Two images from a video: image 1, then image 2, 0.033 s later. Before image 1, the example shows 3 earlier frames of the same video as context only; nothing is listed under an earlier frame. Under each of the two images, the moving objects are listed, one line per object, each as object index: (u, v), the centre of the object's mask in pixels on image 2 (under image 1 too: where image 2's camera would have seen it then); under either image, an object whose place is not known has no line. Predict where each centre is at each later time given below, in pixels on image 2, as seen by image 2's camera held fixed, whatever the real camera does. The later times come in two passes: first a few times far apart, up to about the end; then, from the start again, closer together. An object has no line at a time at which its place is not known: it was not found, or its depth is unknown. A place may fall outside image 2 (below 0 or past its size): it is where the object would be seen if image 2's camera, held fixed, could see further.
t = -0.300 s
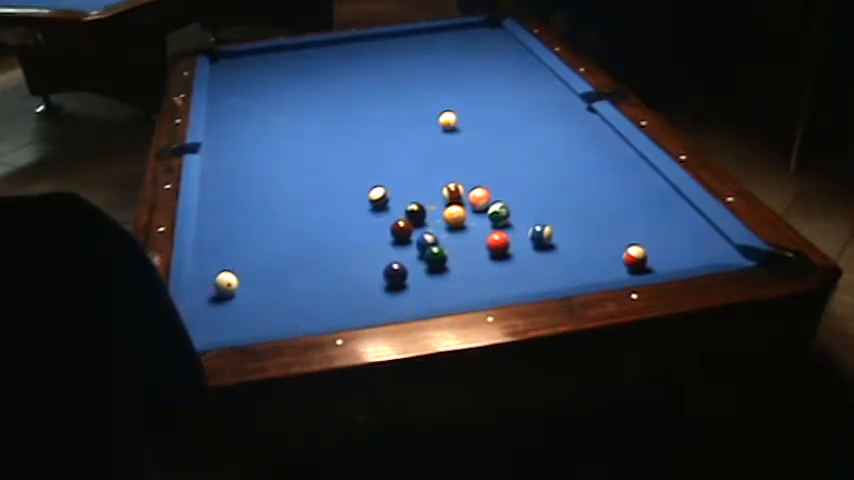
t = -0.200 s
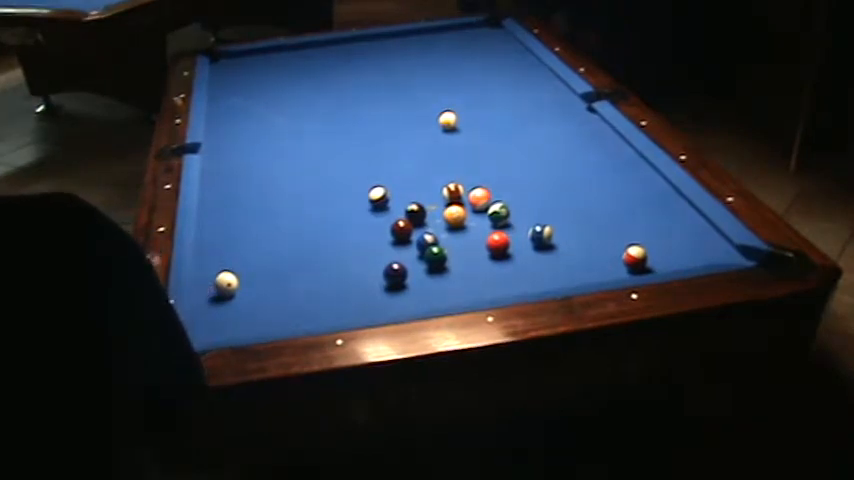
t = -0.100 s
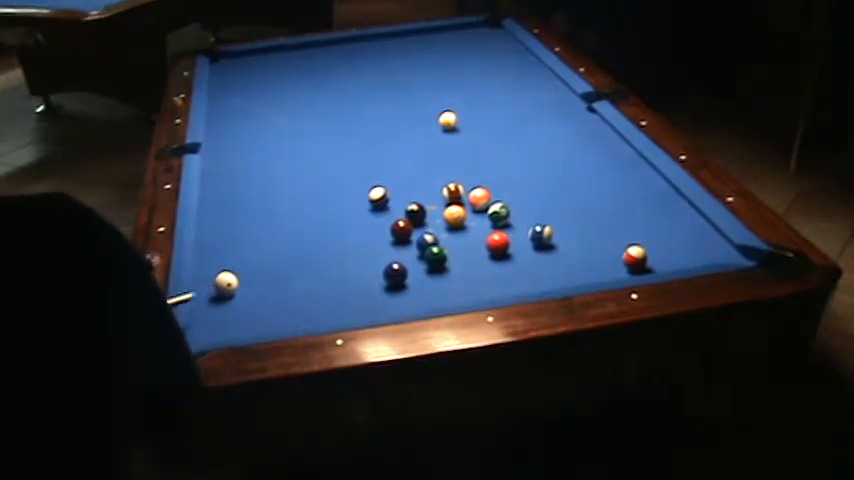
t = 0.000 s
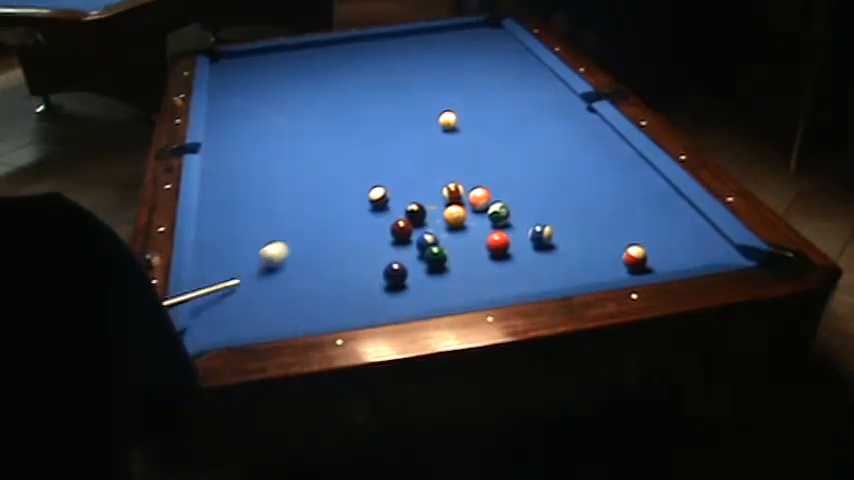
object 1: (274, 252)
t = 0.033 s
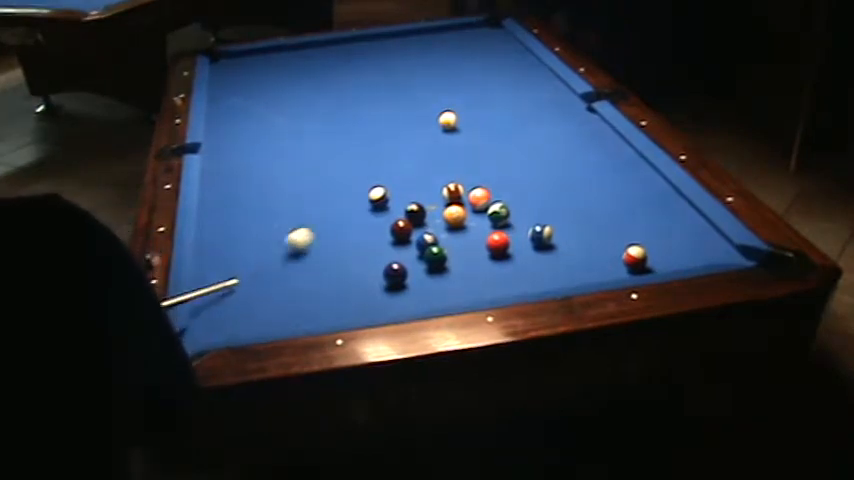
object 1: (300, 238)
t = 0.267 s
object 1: (359, 199)
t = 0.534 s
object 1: (351, 190)
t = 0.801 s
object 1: (344, 182)
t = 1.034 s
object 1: (339, 176)
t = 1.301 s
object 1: (334, 171)
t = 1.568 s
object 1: (329, 166)
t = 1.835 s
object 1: (325, 161)
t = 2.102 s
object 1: (322, 157)
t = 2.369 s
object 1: (321, 153)
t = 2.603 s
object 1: (319, 151)
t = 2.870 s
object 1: (318, 149)
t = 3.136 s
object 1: (318, 147)
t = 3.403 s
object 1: (318, 146)
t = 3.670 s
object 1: (318, 144)
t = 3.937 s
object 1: (318, 144)
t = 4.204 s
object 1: (318, 144)
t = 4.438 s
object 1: (318, 144)
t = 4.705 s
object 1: (318, 144)
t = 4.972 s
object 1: (318, 144)
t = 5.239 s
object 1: (318, 144)
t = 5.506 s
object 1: (318, 144)
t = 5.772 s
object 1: (318, 144)
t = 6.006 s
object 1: (318, 144)
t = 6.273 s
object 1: (318, 144)
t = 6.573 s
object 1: (318, 144)
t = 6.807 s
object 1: (318, 144)
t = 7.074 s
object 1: (318, 144)
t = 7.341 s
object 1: (318, 144)
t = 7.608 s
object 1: (318, 144)
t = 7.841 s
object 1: (318, 144)
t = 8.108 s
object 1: (318, 144)
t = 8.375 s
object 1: (318, 144)
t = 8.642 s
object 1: (318, 144)
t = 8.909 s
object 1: (318, 144)
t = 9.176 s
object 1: (318, 144)
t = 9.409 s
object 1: (318, 144)
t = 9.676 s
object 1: (318, 144)
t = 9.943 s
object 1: (318, 144)
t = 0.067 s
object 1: (322, 226)
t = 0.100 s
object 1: (345, 214)
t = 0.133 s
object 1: (363, 204)
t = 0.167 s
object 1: (362, 202)
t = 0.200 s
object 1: (361, 201)
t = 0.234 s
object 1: (361, 199)
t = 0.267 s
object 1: (359, 199)
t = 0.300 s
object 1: (358, 198)
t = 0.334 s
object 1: (357, 197)
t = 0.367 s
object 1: (356, 195)
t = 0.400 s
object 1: (355, 194)
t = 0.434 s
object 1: (354, 193)
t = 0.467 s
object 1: (353, 192)
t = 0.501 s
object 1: (352, 191)
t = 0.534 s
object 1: (351, 190)
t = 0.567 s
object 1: (350, 189)
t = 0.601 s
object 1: (349, 188)
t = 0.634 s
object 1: (348, 187)
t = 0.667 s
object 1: (348, 186)
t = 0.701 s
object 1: (347, 185)
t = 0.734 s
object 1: (346, 183)
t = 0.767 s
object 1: (345, 183)
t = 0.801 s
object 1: (344, 182)
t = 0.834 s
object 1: (344, 181)
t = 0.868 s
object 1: (343, 180)
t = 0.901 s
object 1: (342, 180)
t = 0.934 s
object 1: (341, 179)
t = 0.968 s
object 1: (340, 178)
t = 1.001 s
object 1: (339, 178)
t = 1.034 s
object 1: (339, 176)
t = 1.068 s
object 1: (338, 176)
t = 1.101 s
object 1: (338, 175)
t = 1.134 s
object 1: (337, 174)
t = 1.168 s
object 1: (336, 173)
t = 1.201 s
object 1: (335, 173)
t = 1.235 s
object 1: (335, 172)
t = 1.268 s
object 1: (334, 172)
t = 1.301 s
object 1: (334, 171)
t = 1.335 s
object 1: (333, 170)
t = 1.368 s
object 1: (332, 170)
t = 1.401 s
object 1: (332, 169)
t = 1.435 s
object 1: (331, 168)
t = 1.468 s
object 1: (331, 167)
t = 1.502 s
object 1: (330, 167)
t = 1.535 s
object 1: (330, 166)
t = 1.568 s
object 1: (329, 166)
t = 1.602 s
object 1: (329, 165)
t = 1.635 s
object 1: (328, 164)
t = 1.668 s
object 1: (328, 164)
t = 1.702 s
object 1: (327, 163)
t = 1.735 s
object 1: (327, 162)
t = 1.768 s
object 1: (326, 162)
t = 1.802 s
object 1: (326, 162)
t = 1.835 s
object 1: (325, 161)
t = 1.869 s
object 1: (325, 161)
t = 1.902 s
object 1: (324, 160)
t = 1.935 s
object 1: (324, 159)
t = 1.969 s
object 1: (324, 159)
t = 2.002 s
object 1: (323, 159)
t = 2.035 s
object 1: (323, 159)
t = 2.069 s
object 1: (323, 157)
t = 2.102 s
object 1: (322, 157)
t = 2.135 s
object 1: (322, 157)
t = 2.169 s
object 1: (322, 156)
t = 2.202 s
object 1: (322, 156)
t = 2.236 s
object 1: (322, 156)
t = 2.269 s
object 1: (321, 155)
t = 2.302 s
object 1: (321, 155)
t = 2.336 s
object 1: (321, 154)
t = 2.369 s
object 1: (321, 153)
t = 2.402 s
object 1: (320, 153)
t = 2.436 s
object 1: (320, 153)
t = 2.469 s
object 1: (320, 153)
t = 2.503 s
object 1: (320, 152)
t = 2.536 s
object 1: (320, 151)
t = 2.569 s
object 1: (320, 151)
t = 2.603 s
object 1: (319, 151)
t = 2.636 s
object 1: (319, 150)
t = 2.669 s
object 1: (319, 150)
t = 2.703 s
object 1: (319, 150)
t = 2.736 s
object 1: (318, 150)
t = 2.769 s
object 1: (318, 150)
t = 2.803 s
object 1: (318, 150)
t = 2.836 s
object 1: (318, 149)
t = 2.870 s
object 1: (318, 149)
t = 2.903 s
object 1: (318, 149)
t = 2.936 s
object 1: (318, 148)
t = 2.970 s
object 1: (318, 147)
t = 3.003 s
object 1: (318, 147)
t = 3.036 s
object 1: (318, 147)
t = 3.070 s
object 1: (318, 147)
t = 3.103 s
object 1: (318, 147)
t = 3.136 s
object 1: (318, 147)
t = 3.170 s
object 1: (318, 146)
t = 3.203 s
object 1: (318, 146)
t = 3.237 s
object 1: (318, 146)
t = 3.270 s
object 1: (318, 146)
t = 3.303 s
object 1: (318, 146)
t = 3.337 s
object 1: (318, 146)
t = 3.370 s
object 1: (318, 146)
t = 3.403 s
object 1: (318, 146)
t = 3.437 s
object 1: (318, 145)
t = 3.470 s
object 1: (318, 145)
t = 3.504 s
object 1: (318, 145)
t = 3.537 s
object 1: (318, 145)
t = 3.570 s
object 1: (318, 145)
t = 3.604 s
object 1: (318, 145)
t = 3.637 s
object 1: (318, 144)
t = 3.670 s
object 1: (318, 144)
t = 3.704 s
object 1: (318, 144)
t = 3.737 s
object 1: (318, 144)
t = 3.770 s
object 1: (318, 144)
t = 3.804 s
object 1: (318, 144)
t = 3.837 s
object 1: (318, 144)
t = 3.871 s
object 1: (318, 144)
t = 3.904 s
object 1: (318, 144)
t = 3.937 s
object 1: (318, 144)
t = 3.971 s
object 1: (318, 144)
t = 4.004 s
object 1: (318, 144)
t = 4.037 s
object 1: (318, 144)
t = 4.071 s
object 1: (318, 144)
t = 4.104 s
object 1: (318, 144)
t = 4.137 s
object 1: (318, 144)
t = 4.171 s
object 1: (318, 144)
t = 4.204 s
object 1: (318, 144)
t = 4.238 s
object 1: (318, 144)
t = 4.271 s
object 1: (318, 144)
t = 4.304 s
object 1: (318, 144)
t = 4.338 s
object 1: (318, 144)
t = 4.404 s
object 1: (318, 144)
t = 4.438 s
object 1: (318, 144)
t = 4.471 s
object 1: (318, 144)
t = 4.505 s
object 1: (318, 144)
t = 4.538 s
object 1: (318, 144)
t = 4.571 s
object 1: (318, 144)
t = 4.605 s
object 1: (318, 144)
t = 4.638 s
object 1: (318, 144)
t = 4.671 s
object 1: (318, 144)
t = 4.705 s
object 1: (318, 144)
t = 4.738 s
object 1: (318, 144)
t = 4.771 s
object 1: (318, 144)
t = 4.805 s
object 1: (318, 144)
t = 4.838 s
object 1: (318, 144)
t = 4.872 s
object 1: (318, 144)
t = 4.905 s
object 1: (318, 144)
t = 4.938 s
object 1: (318, 144)
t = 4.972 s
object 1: (318, 144)
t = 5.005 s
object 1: (318, 144)
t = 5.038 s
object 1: (318, 144)
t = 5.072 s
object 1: (318, 144)
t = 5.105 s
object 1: (318, 144)
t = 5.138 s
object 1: (318, 144)
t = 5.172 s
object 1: (318, 144)
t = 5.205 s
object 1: (318, 144)
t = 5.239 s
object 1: (318, 144)
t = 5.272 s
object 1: (318, 144)
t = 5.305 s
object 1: (318, 144)
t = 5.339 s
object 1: (318, 144)
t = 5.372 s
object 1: (318, 144)
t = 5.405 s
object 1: (318, 144)
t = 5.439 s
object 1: (318, 144)
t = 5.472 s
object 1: (318, 144)
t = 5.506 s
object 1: (318, 144)
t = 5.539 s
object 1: (318, 144)
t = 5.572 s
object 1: (318, 144)
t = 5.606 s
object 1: (318, 144)
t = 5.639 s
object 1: (318, 144)
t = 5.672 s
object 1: (318, 144)
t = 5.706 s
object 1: (318, 144)
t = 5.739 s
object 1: (318, 144)
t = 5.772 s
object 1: (318, 144)
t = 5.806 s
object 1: (318, 144)
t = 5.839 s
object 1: (318, 144)
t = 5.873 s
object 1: (318, 144)
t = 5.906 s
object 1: (318, 144)
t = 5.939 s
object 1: (318, 144)
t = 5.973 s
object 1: (318, 144)
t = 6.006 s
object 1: (318, 144)
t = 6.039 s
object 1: (318, 144)
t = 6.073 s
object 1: (318, 144)
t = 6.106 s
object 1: (318, 144)
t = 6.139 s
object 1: (318, 144)
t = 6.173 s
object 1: (318, 144)
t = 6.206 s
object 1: (318, 144)
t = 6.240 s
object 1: (318, 144)
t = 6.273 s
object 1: (318, 144)
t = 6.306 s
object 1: (318, 144)
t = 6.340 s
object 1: (318, 144)
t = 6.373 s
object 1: (318, 144)
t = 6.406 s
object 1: (318, 144)
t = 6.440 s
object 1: (318, 144)
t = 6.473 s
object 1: (318, 144)
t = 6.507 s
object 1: (318, 144)
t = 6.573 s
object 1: (318, 144)
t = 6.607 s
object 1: (318, 144)
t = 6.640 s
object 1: (318, 144)
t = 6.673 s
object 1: (318, 144)
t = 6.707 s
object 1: (318, 144)
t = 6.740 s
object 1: (318, 144)
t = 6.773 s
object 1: (318, 144)
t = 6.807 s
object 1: (318, 144)
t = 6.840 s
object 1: (318, 144)
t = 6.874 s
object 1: (318, 144)
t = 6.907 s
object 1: (318, 144)
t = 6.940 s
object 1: (318, 144)
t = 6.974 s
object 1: (318, 144)
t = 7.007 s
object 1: (318, 144)
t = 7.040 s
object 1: (318, 144)
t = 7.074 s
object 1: (318, 144)
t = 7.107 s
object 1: (318, 144)
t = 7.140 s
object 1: (318, 144)
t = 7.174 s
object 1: (318, 144)
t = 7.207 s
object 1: (318, 144)
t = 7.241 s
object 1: (318, 144)
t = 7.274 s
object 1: (318, 144)
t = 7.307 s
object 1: (318, 144)
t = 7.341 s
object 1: (318, 144)
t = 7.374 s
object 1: (318, 144)
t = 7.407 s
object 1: (318, 144)
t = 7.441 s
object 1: (318, 144)
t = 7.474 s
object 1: (318, 144)
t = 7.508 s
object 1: (318, 144)
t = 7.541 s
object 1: (318, 144)
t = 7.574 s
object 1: (318, 144)
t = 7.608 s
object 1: (318, 144)
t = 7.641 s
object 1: (318, 144)
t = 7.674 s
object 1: (318, 144)
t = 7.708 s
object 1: (318, 144)
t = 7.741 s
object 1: (318, 144)
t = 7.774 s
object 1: (318, 144)
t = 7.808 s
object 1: (318, 144)
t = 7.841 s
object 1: (318, 144)
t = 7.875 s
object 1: (318, 144)
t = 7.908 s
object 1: (318, 144)
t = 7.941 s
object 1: (318, 144)
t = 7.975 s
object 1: (318, 144)
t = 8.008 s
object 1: (318, 144)
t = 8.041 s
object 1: (318, 144)
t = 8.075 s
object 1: (318, 144)
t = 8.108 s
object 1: (318, 144)
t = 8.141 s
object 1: (318, 144)
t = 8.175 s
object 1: (318, 144)
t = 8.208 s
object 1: (318, 144)
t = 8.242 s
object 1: (318, 144)
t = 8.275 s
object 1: (318, 144)
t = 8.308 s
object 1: (318, 144)
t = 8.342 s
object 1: (318, 144)
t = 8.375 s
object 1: (318, 144)
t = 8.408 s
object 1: (318, 144)
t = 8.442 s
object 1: (318, 144)
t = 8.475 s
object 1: (318, 144)
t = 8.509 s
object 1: (318, 144)
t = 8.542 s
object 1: (318, 144)
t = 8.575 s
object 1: (318, 144)
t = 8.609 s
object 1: (318, 144)
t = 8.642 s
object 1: (318, 144)
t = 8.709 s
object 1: (318, 144)
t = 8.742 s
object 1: (318, 144)
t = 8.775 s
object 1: (318, 144)
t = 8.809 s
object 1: (318, 144)
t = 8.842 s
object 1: (318, 144)
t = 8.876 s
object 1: (318, 144)
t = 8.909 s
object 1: (318, 144)
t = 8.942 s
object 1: (318, 144)
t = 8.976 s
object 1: (318, 144)
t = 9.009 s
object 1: (318, 144)
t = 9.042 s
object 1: (318, 144)
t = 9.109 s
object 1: (318, 144)
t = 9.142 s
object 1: (318, 144)
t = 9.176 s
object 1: (318, 144)
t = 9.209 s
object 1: (318, 144)
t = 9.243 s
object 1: (318, 144)
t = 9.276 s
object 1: (318, 144)
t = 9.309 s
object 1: (318, 144)
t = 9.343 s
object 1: (318, 144)
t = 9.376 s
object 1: (318, 144)
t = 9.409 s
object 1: (318, 144)
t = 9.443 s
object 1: (318, 144)
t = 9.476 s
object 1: (318, 144)
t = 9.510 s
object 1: (318, 144)
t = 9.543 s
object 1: (318, 144)
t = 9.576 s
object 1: (318, 144)
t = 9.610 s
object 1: (318, 144)
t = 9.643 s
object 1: (318, 144)
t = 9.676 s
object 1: (318, 144)
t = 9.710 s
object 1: (318, 144)
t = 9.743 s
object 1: (318, 144)
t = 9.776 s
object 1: (318, 144)
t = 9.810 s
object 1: (318, 144)
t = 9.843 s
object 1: (318, 144)
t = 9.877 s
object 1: (318, 144)
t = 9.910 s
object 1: (318, 144)
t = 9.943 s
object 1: (318, 144)
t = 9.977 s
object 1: (318, 144)
